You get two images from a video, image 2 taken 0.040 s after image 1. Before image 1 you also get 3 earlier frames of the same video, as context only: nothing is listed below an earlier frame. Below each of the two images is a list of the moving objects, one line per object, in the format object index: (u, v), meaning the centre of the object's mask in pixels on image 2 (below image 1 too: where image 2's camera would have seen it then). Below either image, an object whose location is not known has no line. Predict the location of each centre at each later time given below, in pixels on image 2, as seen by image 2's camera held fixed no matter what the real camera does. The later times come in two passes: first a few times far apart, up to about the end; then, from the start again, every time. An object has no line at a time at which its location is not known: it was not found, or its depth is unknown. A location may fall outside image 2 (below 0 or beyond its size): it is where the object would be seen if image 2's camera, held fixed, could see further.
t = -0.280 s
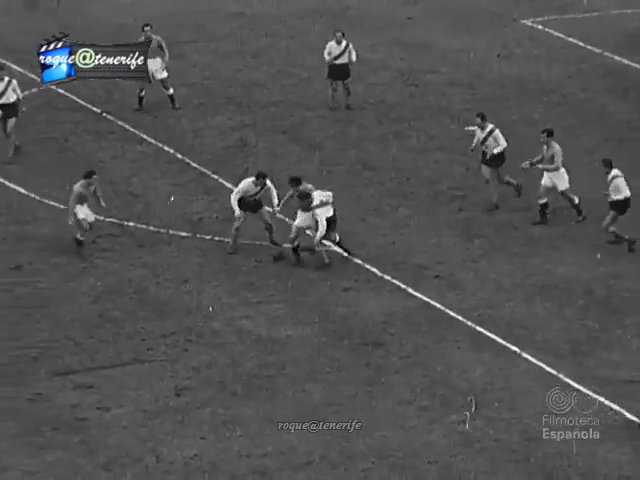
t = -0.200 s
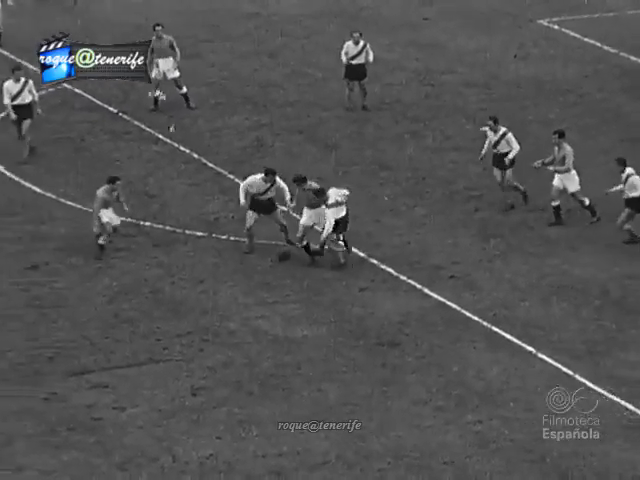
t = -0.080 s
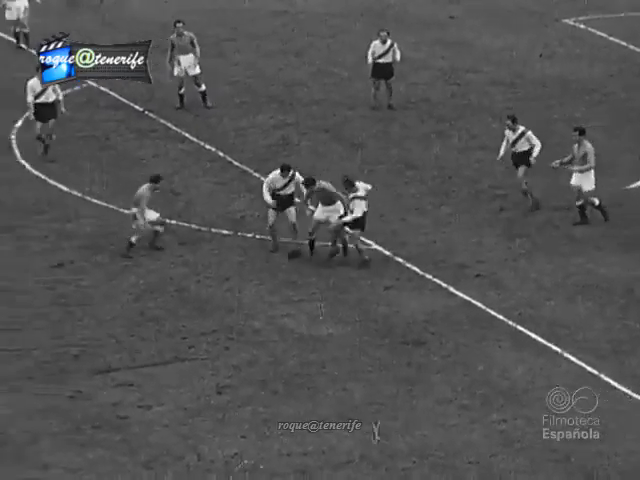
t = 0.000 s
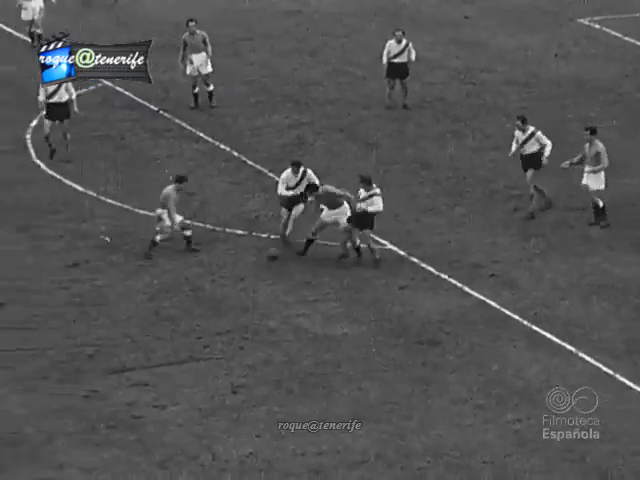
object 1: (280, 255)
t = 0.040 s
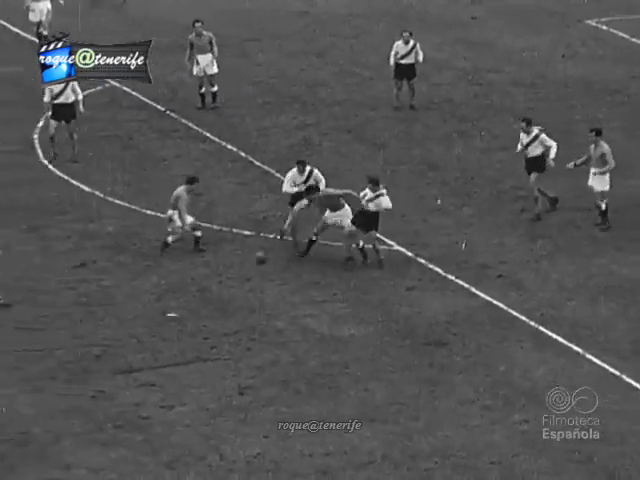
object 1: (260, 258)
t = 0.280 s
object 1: (142, 299)
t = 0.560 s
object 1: (4, 343)
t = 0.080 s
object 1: (241, 265)
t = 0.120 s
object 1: (222, 269)
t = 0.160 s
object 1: (203, 274)
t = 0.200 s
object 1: (183, 282)
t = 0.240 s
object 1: (162, 290)
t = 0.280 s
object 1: (142, 299)
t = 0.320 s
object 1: (122, 311)
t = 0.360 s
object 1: (101, 318)
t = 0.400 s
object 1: (83, 321)
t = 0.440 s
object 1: (64, 325)
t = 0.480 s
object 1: (44, 330)
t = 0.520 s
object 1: (25, 336)
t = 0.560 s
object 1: (4, 343)
